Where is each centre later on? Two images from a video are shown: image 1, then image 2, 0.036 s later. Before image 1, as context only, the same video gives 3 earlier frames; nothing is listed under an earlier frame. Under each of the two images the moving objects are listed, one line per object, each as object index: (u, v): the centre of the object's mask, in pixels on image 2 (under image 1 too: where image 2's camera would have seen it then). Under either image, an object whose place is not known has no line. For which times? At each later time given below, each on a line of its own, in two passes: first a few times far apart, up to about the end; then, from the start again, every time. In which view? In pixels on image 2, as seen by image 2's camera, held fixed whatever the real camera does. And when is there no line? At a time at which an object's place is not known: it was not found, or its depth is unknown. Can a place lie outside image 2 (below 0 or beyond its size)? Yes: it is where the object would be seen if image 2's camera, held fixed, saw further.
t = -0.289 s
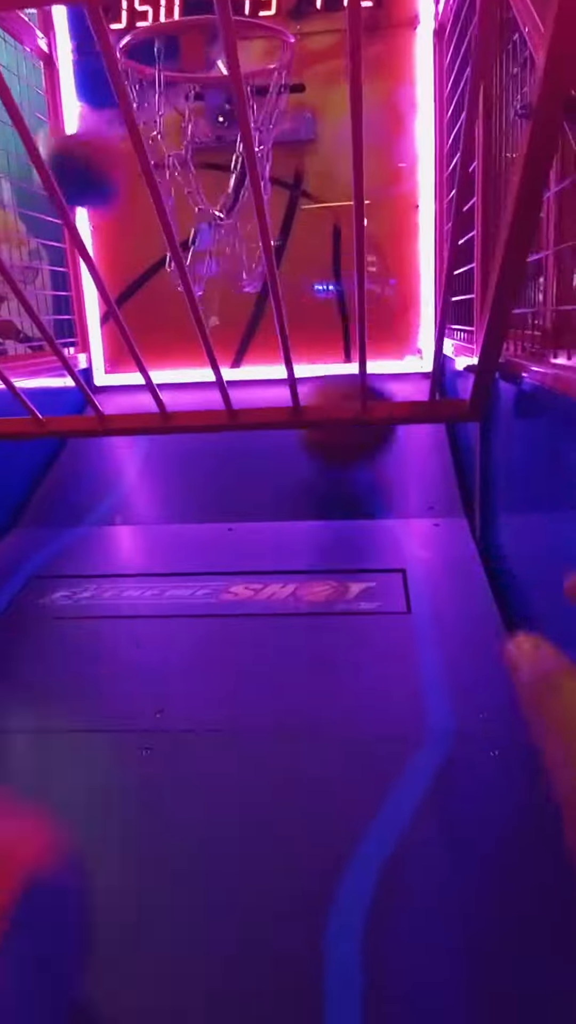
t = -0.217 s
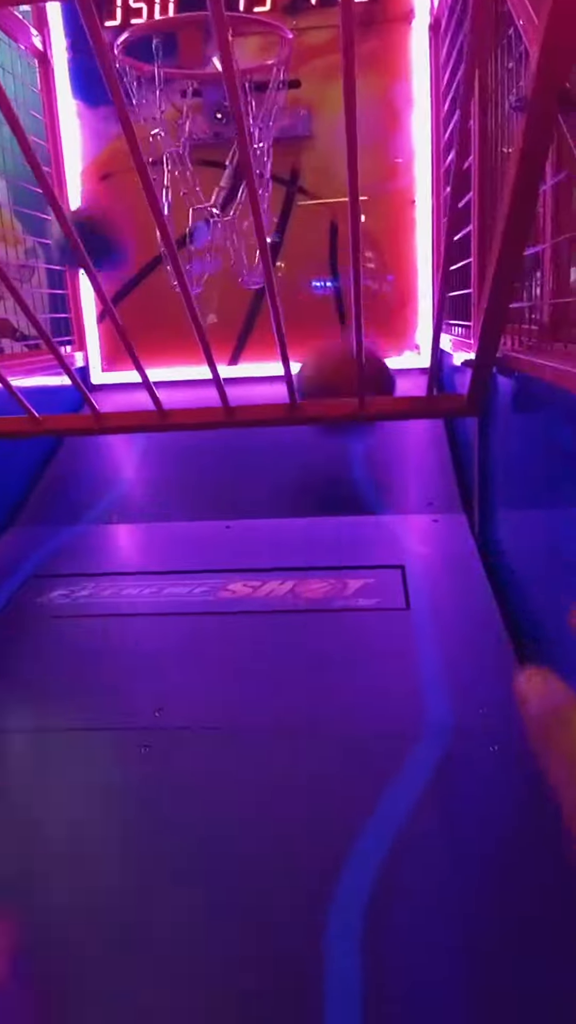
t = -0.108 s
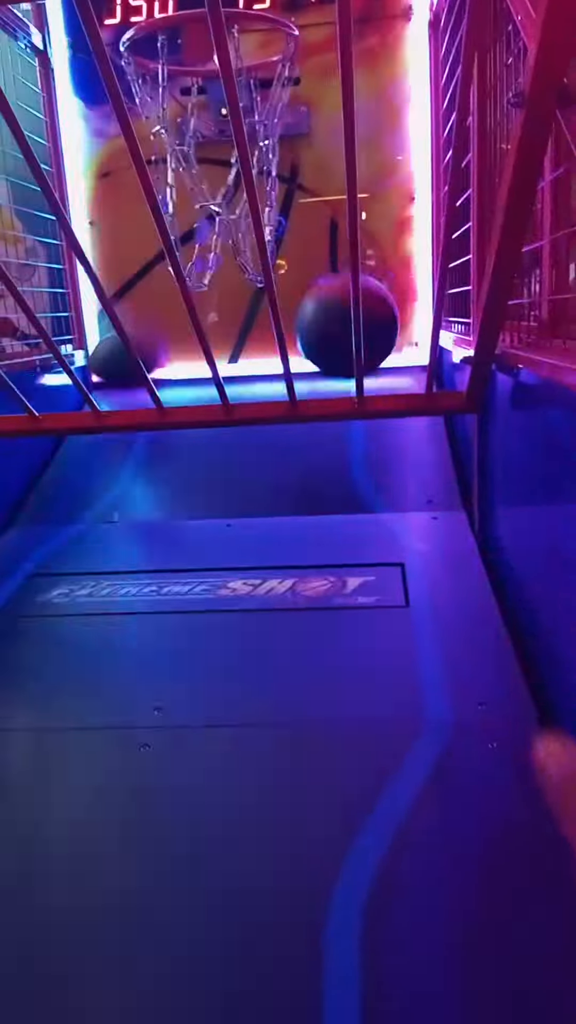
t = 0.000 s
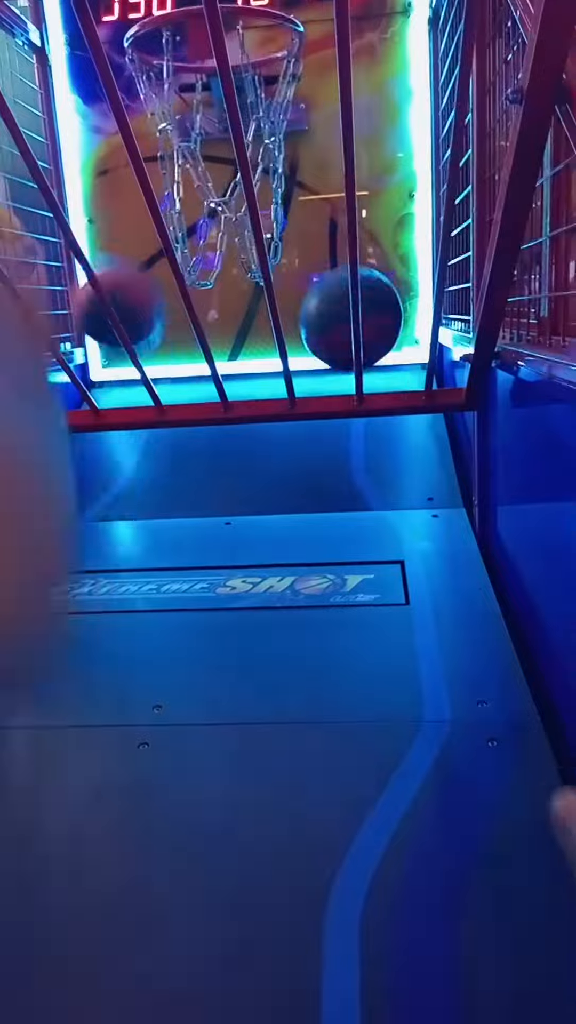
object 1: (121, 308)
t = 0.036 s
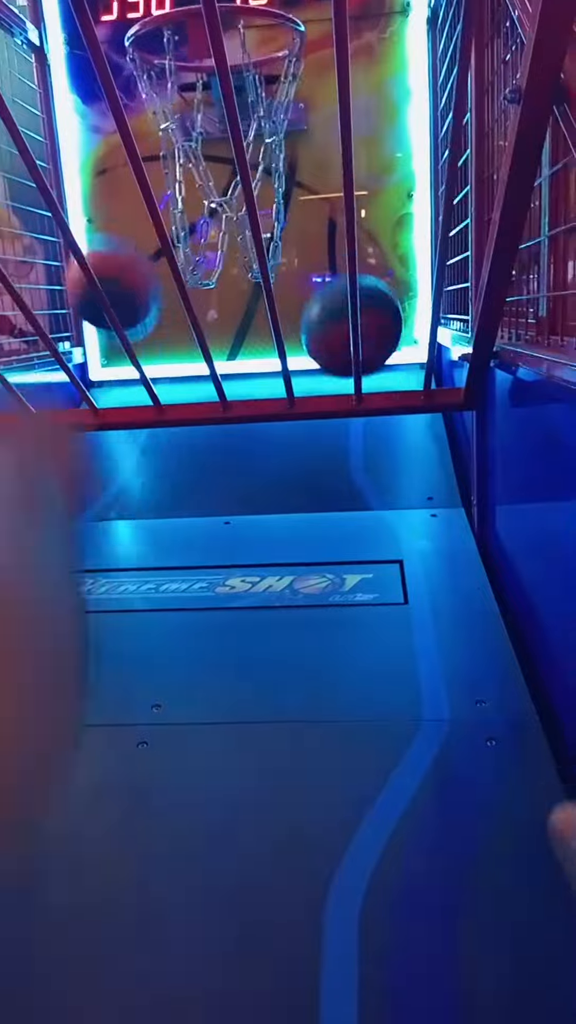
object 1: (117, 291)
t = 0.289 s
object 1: (104, 321)
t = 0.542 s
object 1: (126, 461)
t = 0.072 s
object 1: (112, 275)
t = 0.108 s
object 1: (109, 265)
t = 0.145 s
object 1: (107, 259)
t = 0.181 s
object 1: (105, 259)
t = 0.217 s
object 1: (104, 279)
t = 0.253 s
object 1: (106, 295)
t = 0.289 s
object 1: (104, 321)
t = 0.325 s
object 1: (107, 353)
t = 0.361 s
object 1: (100, 383)
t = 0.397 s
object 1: (112, 454)
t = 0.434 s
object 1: (118, 479)
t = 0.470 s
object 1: (122, 481)
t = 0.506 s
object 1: (122, 465)
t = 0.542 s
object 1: (126, 461)
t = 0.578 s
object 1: (133, 461)
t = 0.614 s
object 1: (139, 463)
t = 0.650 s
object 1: (146, 468)
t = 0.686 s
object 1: (149, 469)
